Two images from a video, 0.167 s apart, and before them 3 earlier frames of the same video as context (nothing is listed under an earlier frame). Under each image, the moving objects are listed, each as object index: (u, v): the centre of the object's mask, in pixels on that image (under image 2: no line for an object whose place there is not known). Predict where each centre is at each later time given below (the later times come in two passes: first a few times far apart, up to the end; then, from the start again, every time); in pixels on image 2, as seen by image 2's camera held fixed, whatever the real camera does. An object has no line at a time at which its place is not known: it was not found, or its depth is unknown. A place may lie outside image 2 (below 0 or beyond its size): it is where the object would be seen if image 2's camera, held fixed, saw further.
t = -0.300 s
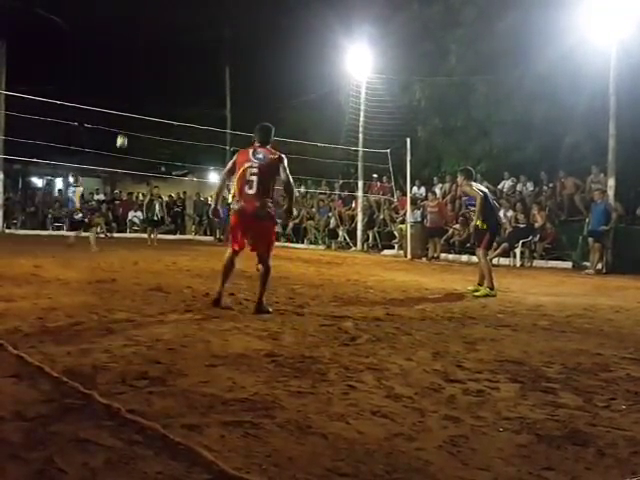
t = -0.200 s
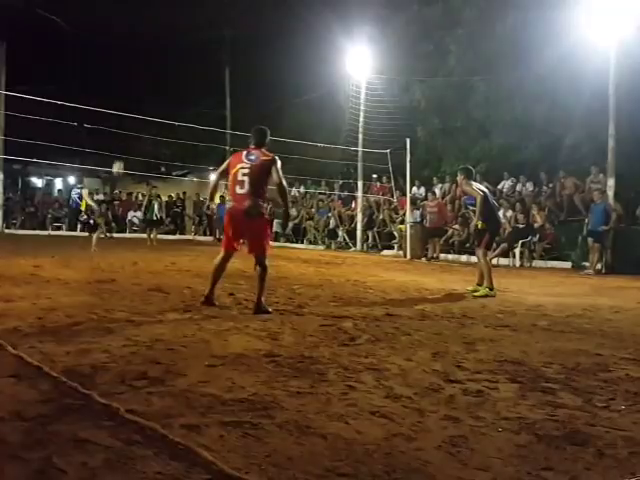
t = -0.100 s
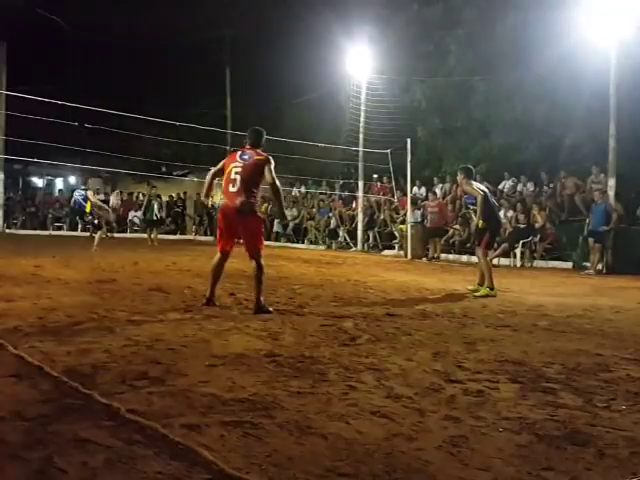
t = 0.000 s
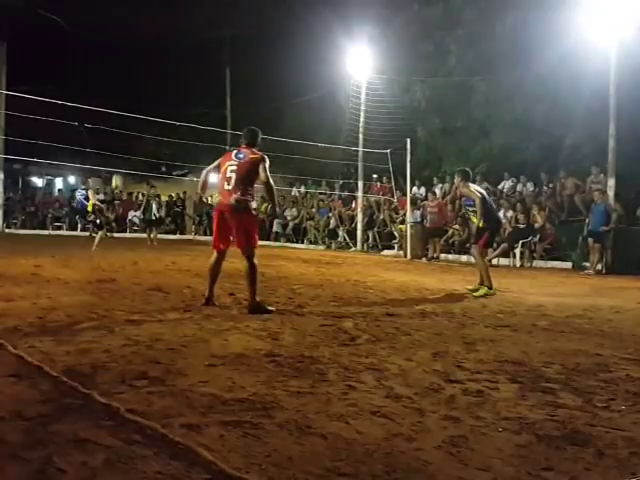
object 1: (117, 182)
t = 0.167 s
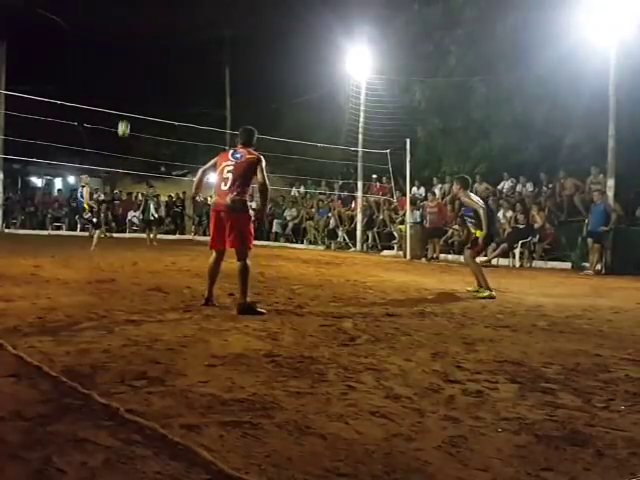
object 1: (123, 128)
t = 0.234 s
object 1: (126, 109)
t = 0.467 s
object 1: (137, 54)
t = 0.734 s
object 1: (152, 19)
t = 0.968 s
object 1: (167, 23)
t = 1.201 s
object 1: (183, 74)
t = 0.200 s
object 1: (125, 119)
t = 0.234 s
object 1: (126, 109)
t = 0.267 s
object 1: (128, 100)
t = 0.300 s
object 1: (130, 91)
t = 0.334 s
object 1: (131, 83)
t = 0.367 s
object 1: (133, 76)
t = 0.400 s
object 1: (134, 67)
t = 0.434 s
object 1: (136, 61)
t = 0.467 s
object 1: (137, 54)
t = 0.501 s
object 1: (139, 48)
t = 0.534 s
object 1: (141, 42)
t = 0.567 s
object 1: (143, 37)
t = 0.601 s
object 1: (145, 33)
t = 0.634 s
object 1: (147, 28)
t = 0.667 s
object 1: (148, 24)
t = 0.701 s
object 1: (150, 22)
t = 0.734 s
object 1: (152, 19)
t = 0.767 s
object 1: (154, 17)
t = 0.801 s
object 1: (156, 17)
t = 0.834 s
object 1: (158, 16)
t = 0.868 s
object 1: (160, 17)
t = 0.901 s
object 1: (162, 18)
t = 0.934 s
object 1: (165, 20)
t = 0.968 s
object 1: (167, 23)
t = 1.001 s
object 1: (169, 27)
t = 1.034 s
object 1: (171, 32)
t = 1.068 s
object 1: (173, 38)
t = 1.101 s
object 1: (175, 45)
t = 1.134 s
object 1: (178, 54)
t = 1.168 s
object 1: (181, 63)
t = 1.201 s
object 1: (183, 74)
